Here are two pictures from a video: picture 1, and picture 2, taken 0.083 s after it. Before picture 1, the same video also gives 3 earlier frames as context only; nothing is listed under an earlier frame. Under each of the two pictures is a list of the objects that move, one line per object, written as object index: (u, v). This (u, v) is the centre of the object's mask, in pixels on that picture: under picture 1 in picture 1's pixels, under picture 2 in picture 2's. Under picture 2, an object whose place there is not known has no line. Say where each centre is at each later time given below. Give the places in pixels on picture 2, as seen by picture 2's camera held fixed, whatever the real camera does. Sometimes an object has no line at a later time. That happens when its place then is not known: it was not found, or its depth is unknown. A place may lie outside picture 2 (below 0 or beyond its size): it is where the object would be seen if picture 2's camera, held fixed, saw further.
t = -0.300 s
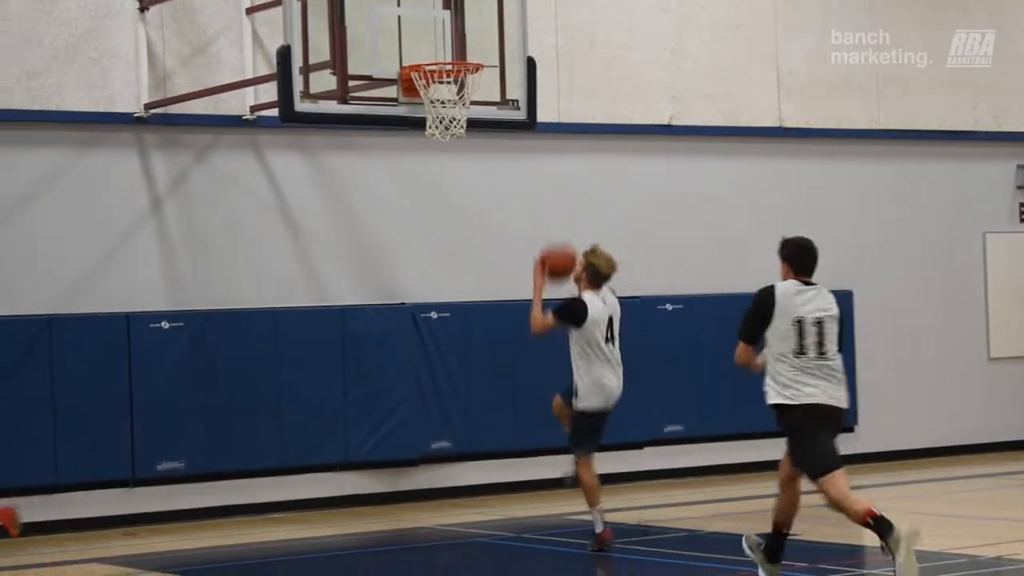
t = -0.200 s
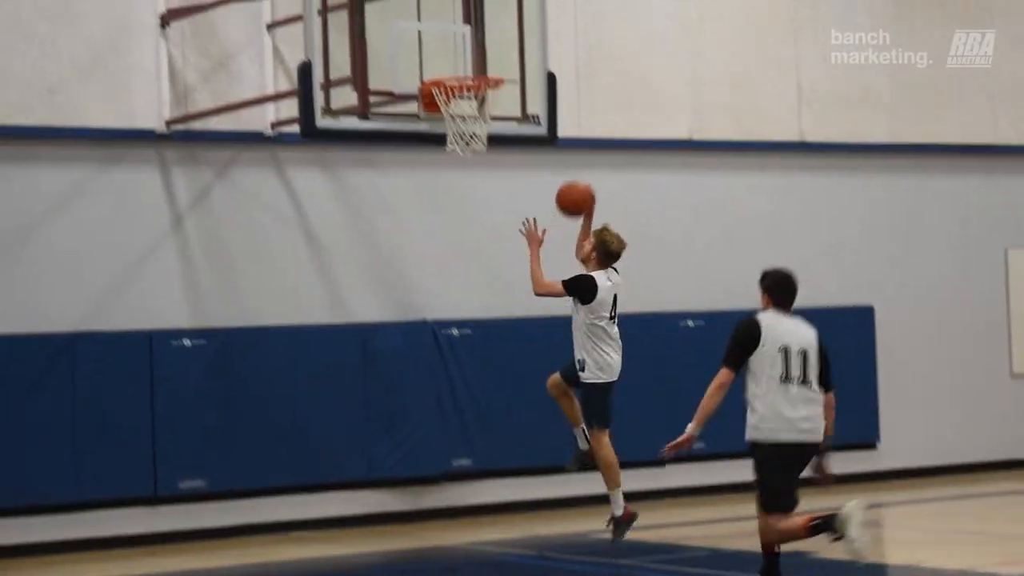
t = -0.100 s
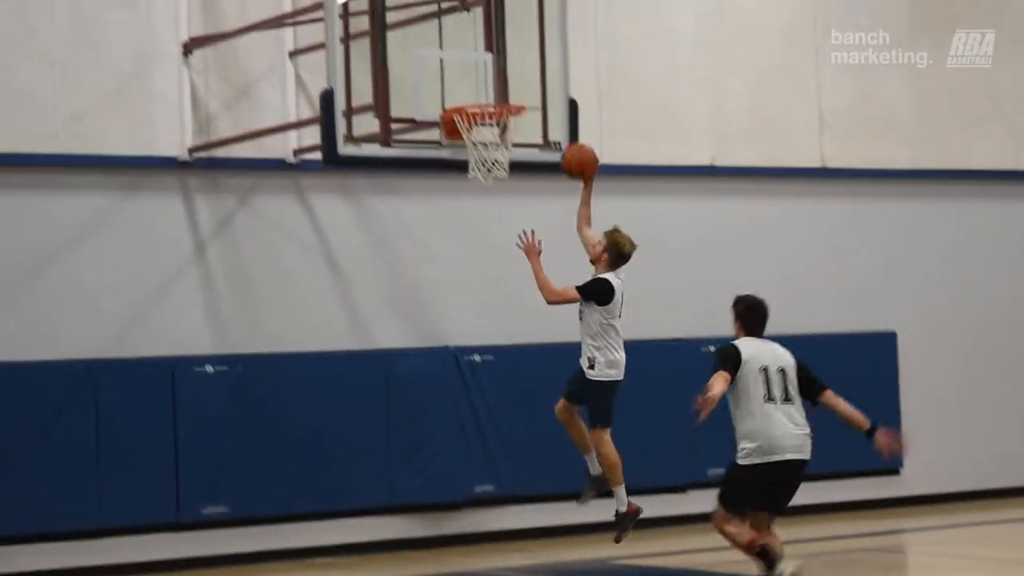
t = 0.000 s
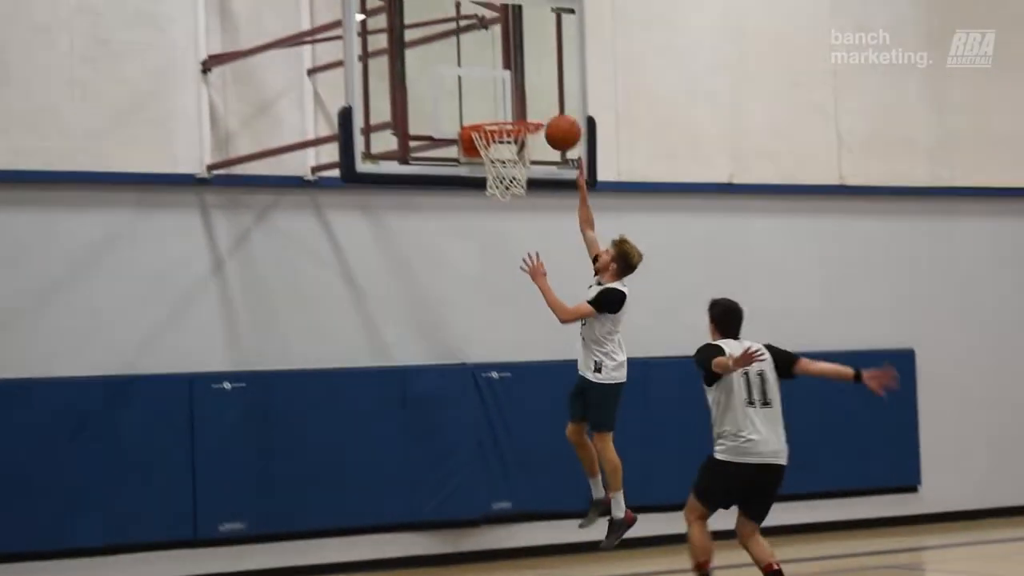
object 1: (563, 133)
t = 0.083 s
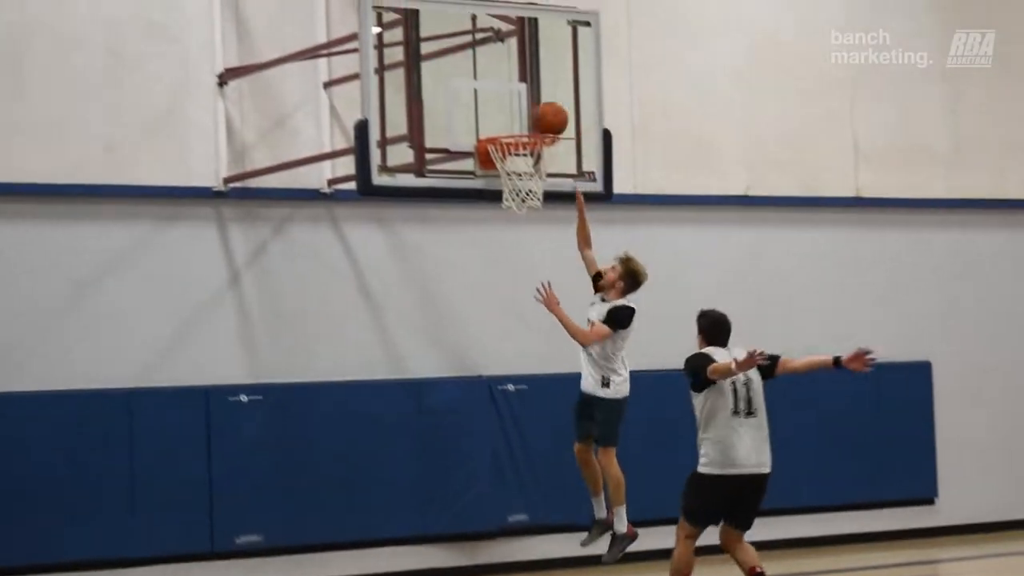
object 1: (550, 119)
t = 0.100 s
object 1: (544, 116)
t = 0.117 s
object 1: (538, 113)
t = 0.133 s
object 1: (536, 110)
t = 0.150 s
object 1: (536, 107)
